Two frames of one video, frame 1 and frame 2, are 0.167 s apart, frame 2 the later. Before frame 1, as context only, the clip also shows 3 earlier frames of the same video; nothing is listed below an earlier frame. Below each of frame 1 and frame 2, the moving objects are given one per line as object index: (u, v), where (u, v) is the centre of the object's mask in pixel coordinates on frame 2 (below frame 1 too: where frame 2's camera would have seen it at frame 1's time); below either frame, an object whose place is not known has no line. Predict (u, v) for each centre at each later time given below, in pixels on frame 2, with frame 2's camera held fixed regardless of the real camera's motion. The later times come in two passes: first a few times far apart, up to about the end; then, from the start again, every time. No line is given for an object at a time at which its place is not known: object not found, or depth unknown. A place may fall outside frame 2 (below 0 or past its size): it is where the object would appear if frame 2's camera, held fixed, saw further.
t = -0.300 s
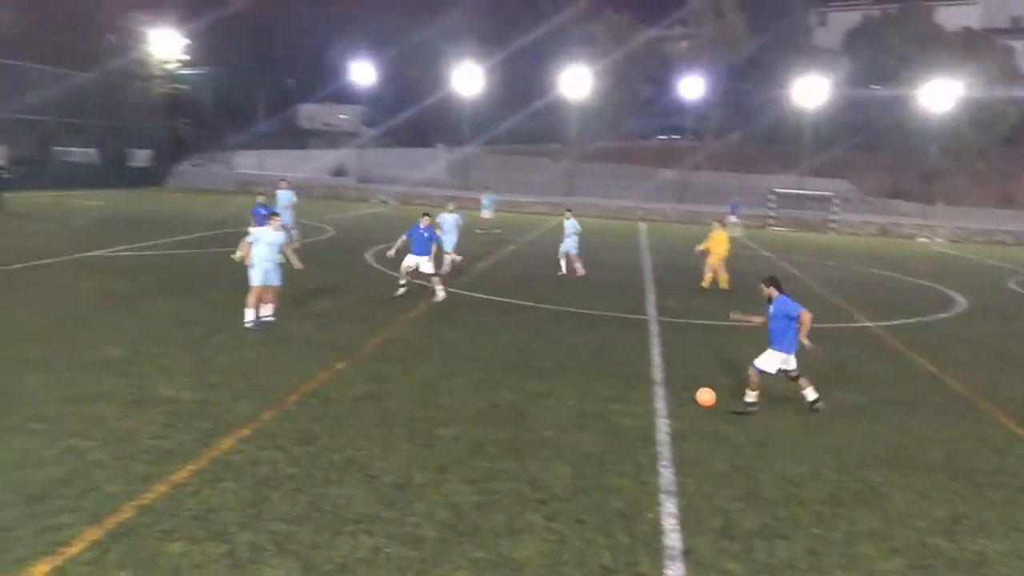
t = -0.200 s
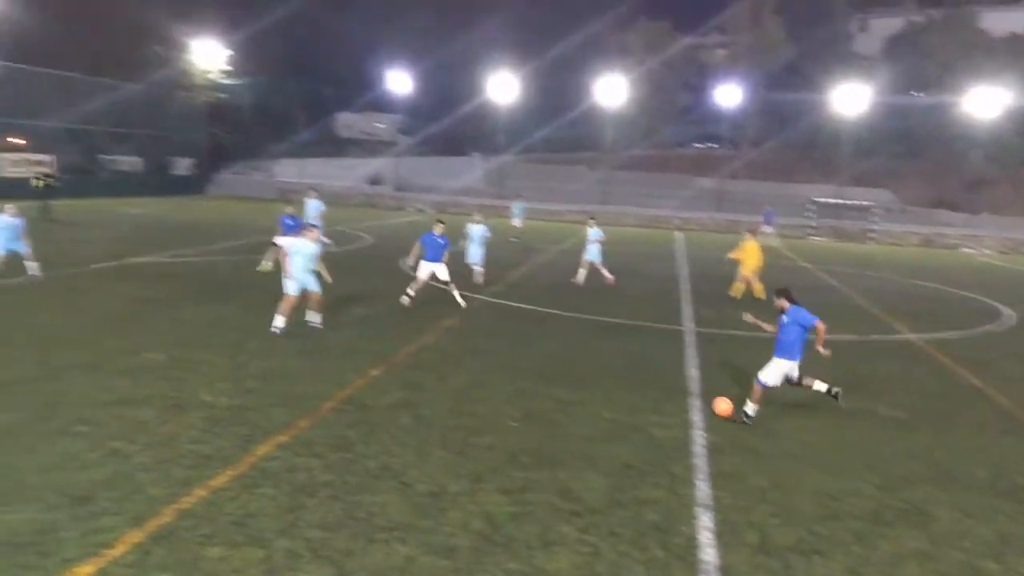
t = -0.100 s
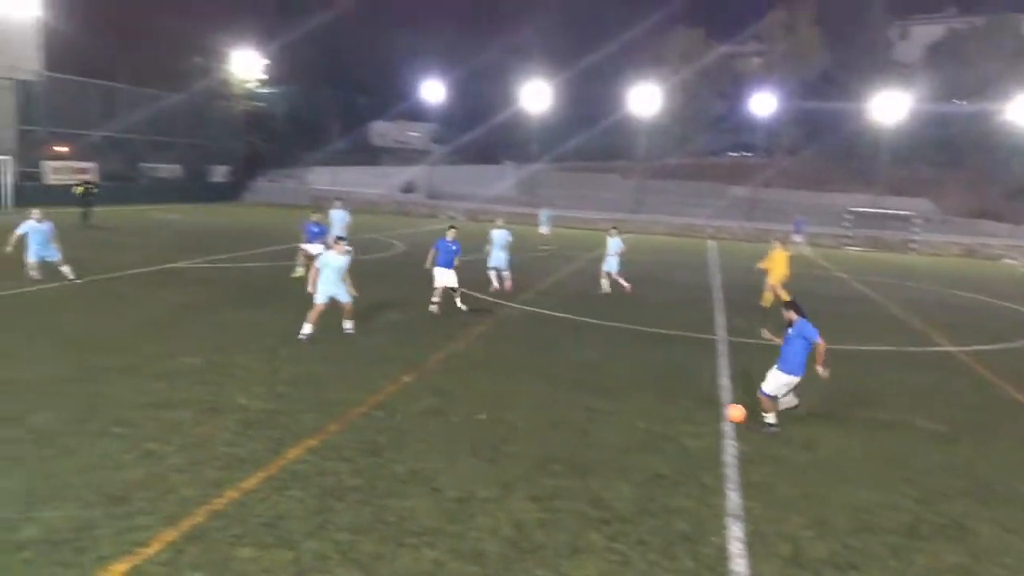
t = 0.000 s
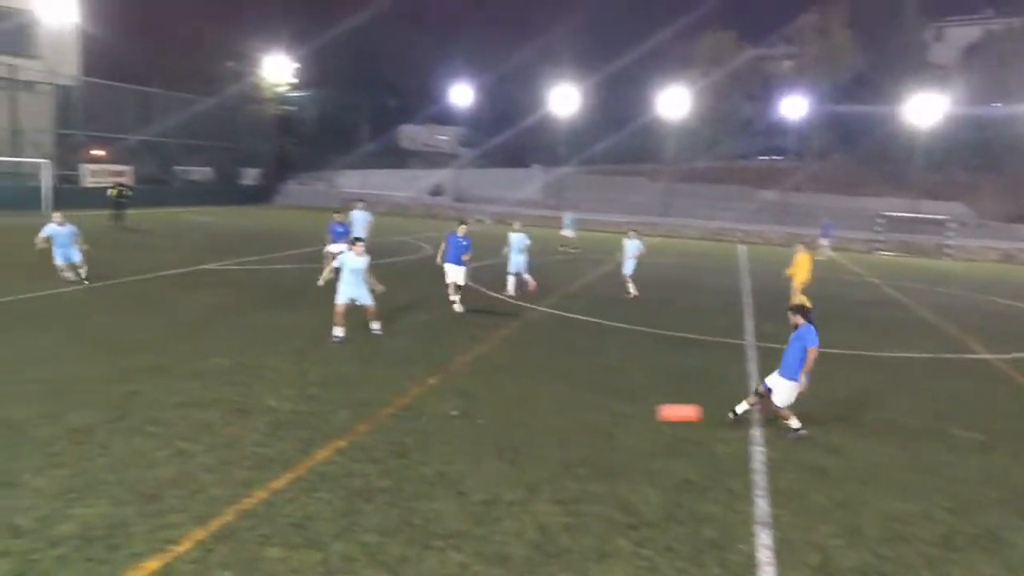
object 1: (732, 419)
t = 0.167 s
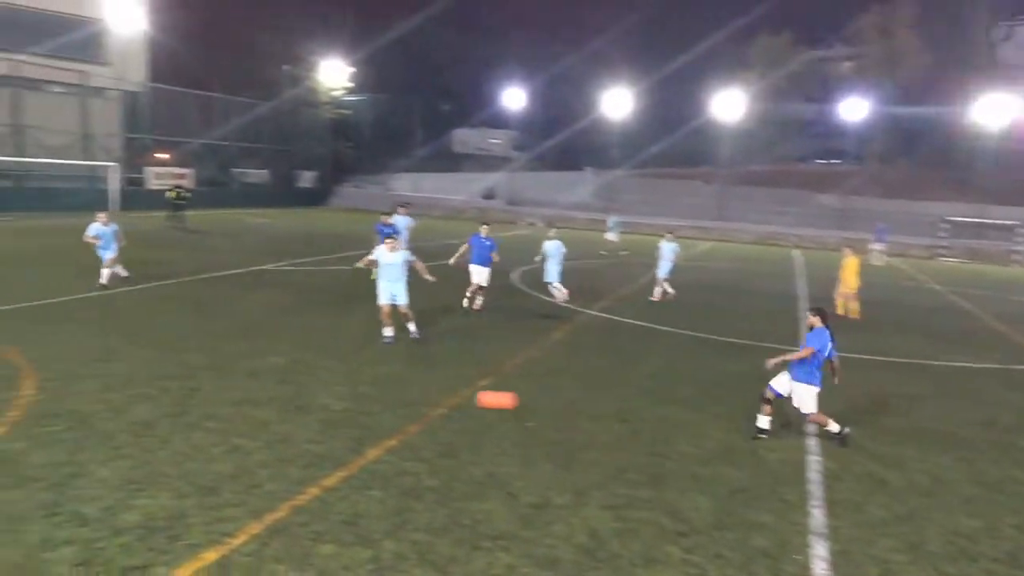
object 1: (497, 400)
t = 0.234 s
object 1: (410, 395)
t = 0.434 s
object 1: (182, 377)
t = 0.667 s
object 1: (-44, 362)
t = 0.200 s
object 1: (453, 397)
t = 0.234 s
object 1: (410, 395)
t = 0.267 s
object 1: (370, 391)
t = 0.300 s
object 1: (330, 388)
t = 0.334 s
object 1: (291, 385)
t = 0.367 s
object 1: (253, 383)
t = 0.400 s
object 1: (217, 380)
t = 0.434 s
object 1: (182, 377)
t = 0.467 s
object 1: (146, 376)
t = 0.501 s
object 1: (112, 373)
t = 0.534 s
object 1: (80, 371)
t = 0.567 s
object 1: (48, 369)
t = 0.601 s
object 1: (15, 368)
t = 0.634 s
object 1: (-15, 365)
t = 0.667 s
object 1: (-44, 362)
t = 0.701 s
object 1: (-73, 361)
